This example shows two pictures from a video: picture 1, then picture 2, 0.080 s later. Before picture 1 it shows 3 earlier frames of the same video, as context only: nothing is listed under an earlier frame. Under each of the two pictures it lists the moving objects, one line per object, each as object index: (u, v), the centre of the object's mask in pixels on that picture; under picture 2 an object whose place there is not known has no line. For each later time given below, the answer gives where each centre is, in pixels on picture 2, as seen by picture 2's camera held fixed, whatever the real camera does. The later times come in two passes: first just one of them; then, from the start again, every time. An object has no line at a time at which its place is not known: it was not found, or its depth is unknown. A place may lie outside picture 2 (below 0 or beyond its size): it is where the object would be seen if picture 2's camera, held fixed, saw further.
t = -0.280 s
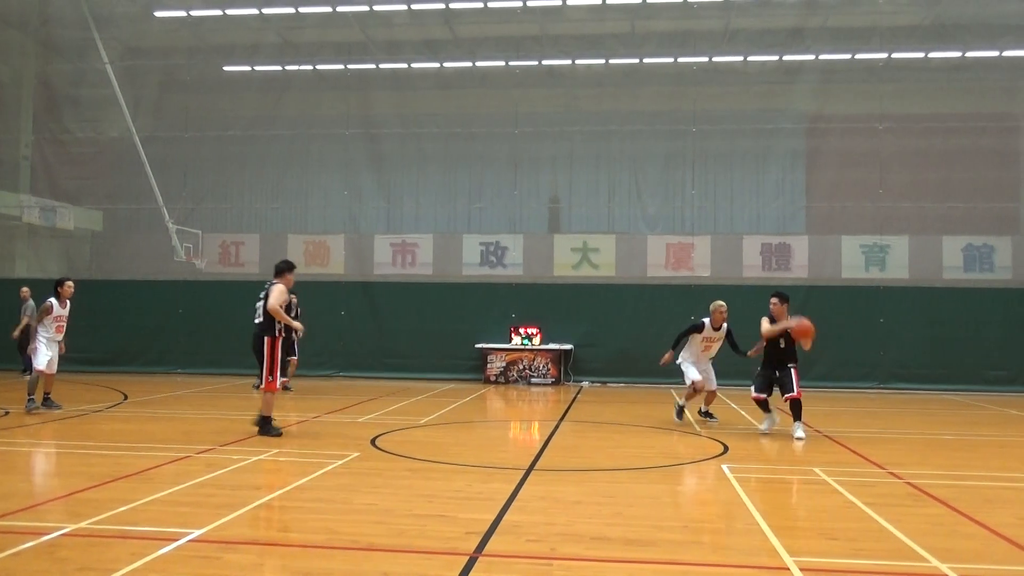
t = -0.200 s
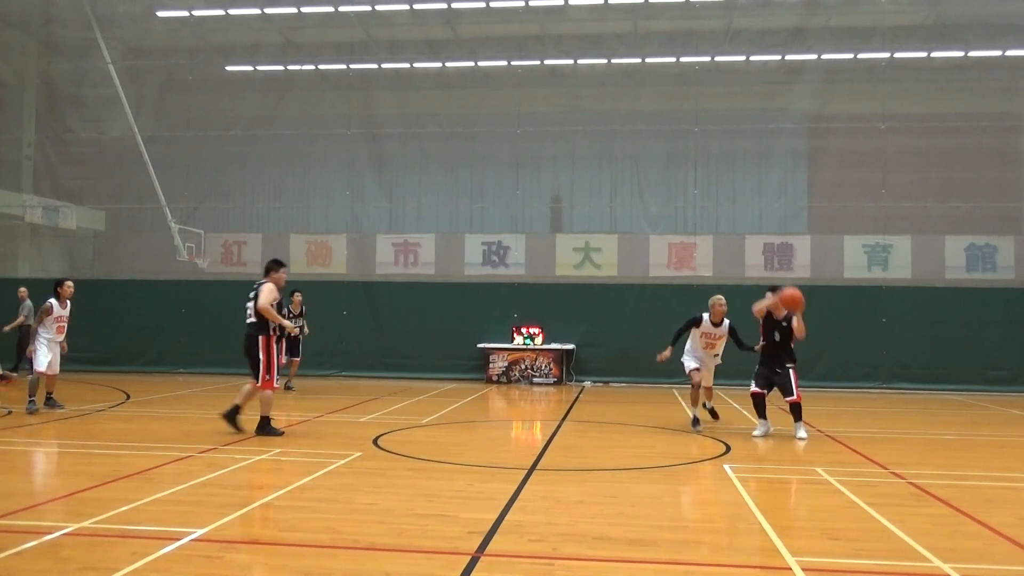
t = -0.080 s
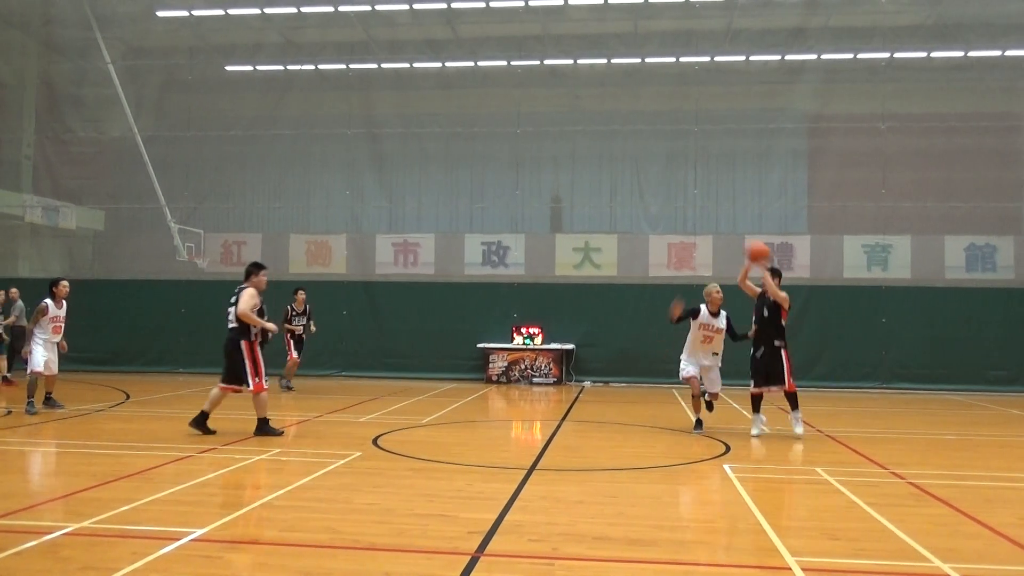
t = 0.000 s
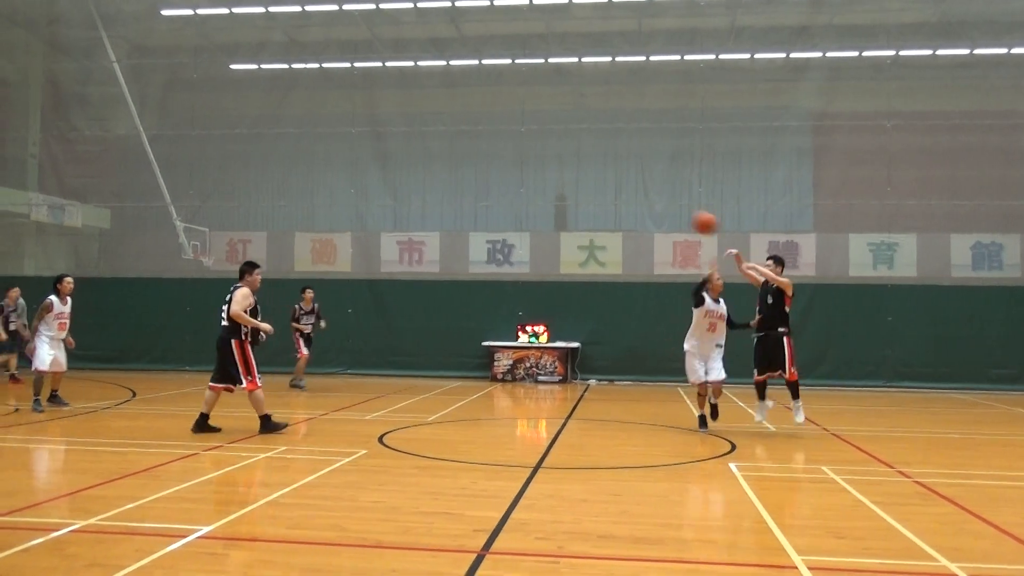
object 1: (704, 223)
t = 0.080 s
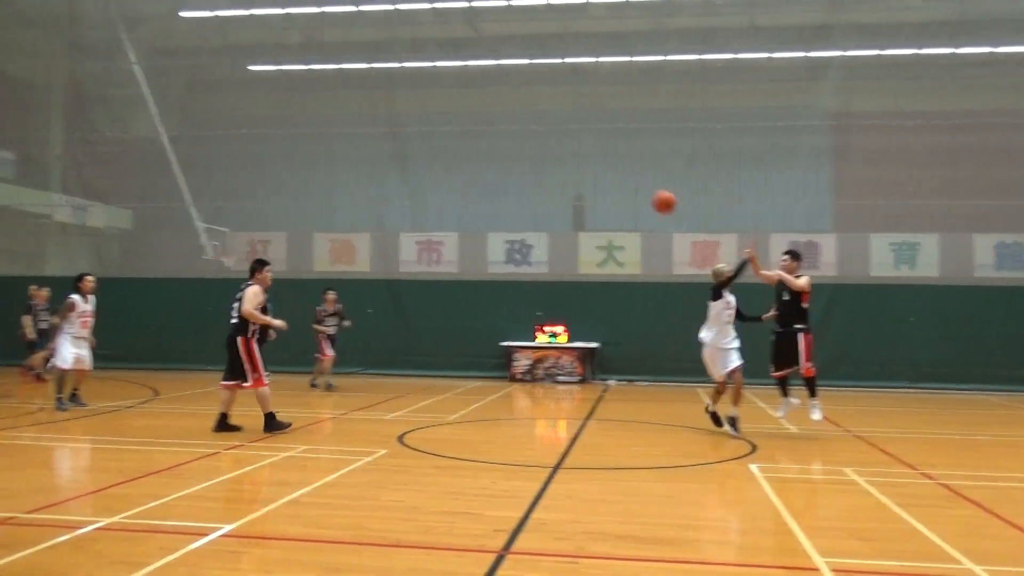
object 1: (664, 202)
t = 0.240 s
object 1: (545, 178)
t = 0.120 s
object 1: (634, 194)
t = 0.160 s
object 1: (604, 187)
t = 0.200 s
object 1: (575, 182)
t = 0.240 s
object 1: (545, 178)
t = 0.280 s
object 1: (515, 176)
